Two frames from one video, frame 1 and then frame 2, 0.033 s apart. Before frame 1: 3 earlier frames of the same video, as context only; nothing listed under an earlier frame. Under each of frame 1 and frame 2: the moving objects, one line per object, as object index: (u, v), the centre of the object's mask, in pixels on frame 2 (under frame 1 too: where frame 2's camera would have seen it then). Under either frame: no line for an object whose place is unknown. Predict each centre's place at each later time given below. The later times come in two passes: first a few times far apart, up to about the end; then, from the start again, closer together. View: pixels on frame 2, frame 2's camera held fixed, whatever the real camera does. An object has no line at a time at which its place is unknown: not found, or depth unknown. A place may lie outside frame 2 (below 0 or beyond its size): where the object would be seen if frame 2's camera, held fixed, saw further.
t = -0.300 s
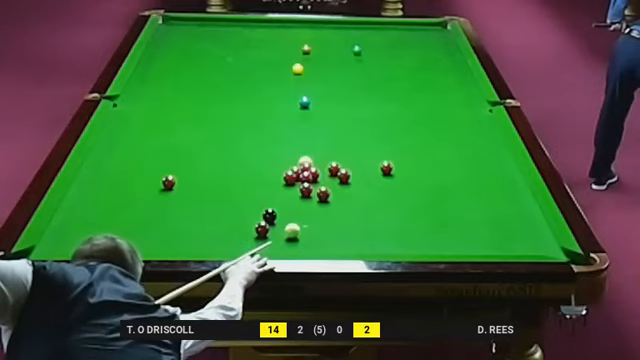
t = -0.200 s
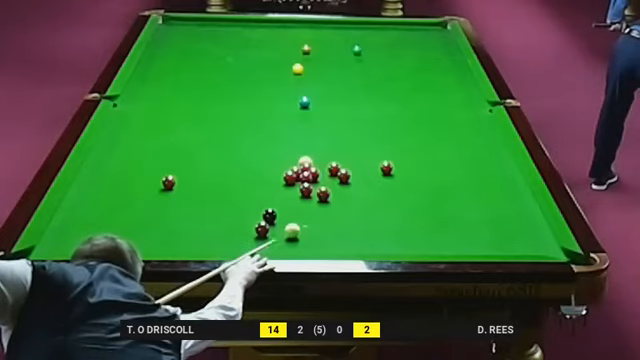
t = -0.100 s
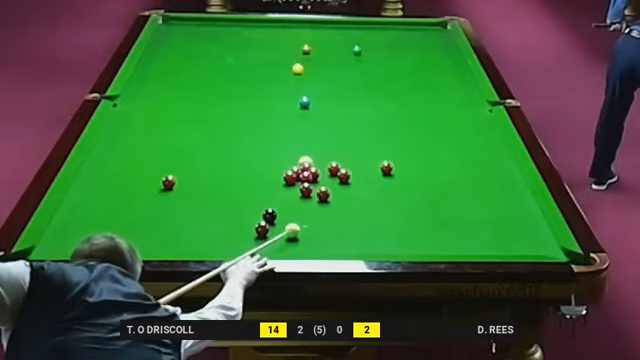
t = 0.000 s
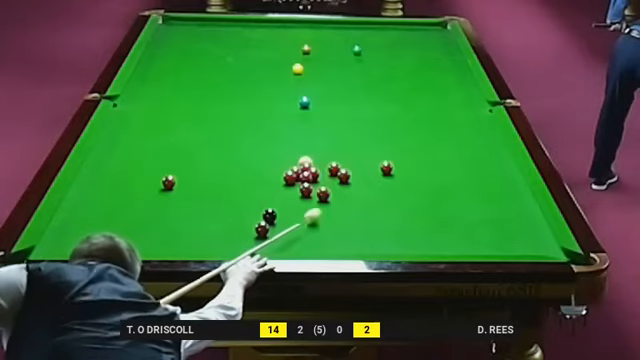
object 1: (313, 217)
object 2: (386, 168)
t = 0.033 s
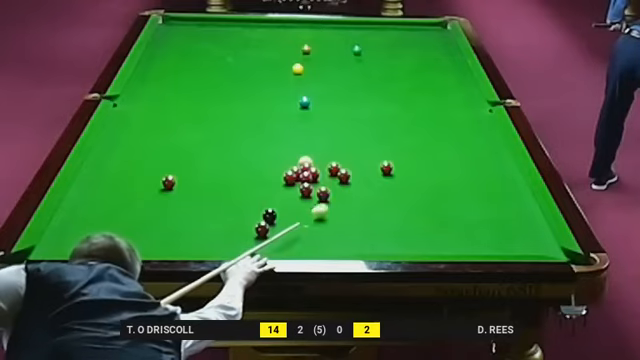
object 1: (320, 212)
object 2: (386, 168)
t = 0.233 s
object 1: (356, 187)
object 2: (386, 168)
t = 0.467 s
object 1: (379, 170)
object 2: (398, 161)
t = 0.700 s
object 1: (384, 164)
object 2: (423, 146)
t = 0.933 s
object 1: (389, 159)
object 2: (443, 135)
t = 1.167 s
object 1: (394, 154)
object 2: (462, 124)
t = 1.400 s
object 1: (398, 149)
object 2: (479, 114)
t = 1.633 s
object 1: (401, 145)
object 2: (487, 105)
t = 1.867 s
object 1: (404, 142)
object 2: (474, 106)
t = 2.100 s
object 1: (407, 139)
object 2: (456, 108)
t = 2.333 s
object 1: (409, 136)
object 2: (440, 111)
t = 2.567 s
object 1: (412, 134)
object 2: (424, 113)
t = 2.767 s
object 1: (413, 133)
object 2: (411, 115)
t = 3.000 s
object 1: (415, 132)
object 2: (396, 118)
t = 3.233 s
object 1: (416, 131)
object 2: (382, 120)
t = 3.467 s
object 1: (417, 130)
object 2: (369, 122)
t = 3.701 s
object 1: (417, 129)
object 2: (356, 124)
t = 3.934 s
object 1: (417, 129)
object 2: (344, 126)
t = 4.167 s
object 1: (417, 129)
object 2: (333, 127)
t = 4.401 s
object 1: (417, 129)
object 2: (323, 129)
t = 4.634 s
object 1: (417, 129)
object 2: (313, 130)
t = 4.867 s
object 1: (417, 129)
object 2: (305, 132)
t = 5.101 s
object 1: (417, 129)
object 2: (297, 133)
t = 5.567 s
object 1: (418, 129)
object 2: (284, 135)
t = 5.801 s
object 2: (279, 135)
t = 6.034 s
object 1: (418, 129)
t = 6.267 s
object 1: (417, 129)
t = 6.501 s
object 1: (417, 129)
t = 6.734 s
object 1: (417, 129)
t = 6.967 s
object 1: (417, 129)
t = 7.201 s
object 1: (417, 129)
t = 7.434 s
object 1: (417, 129)
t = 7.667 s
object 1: (417, 129)
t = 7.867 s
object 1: (417, 129)
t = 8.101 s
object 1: (417, 129)
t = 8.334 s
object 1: (417, 129)
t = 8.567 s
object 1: (417, 129)
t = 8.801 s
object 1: (417, 129)
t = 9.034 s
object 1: (417, 129)
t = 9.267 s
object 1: (417, 129)
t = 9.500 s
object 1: (417, 129)
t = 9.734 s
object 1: (417, 129)
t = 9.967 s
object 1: (417, 129)
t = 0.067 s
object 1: (327, 208)
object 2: (386, 168)
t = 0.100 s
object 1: (333, 203)
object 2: (386, 168)
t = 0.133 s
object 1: (338, 199)
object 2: (386, 168)
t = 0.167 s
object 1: (344, 194)
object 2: (386, 168)
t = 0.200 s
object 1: (350, 191)
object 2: (386, 168)
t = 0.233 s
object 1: (356, 187)
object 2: (386, 168)
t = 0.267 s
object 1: (362, 183)
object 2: (386, 168)
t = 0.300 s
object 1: (367, 180)
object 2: (386, 168)
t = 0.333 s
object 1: (372, 176)
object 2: (386, 168)
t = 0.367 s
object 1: (377, 173)
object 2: (387, 167)
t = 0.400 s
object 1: (379, 171)
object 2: (389, 166)
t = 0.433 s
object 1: (379, 171)
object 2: (394, 164)
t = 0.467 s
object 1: (379, 170)
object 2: (398, 161)
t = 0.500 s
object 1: (380, 170)
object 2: (403, 158)
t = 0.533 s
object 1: (380, 169)
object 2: (406, 156)
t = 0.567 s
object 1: (381, 168)
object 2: (410, 154)
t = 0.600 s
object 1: (382, 167)
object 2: (413, 152)
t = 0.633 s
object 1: (383, 166)
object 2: (417, 150)
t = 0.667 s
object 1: (384, 165)
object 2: (420, 148)
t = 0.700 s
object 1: (384, 164)
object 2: (423, 146)
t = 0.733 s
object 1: (385, 163)
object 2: (426, 145)
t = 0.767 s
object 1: (386, 163)
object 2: (429, 143)
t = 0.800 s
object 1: (386, 162)
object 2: (431, 141)
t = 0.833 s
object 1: (387, 161)
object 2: (435, 140)
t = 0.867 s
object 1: (388, 160)
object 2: (438, 138)
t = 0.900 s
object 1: (389, 159)
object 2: (440, 136)
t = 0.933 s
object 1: (389, 159)
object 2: (443, 135)
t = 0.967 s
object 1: (390, 158)
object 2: (446, 133)
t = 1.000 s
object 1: (391, 157)
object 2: (448, 131)
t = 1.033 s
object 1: (391, 156)
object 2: (451, 130)
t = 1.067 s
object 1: (392, 156)
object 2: (454, 128)
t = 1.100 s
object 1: (393, 155)
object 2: (456, 127)
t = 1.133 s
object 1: (393, 154)
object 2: (459, 125)
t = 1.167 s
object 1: (394, 154)
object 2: (462, 124)
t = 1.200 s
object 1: (395, 153)
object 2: (465, 122)
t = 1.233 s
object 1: (395, 152)
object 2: (467, 121)
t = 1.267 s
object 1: (396, 152)
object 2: (469, 119)
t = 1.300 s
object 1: (396, 151)
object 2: (472, 118)
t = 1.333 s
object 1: (397, 150)
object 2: (474, 117)
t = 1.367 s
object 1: (397, 150)
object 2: (477, 115)
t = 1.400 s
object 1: (398, 149)
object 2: (479, 114)
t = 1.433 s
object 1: (398, 149)
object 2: (481, 113)
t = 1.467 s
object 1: (399, 148)
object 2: (484, 111)
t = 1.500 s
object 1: (399, 147)
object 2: (486, 110)
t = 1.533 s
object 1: (400, 147)
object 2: (487, 109)
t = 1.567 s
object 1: (400, 146)
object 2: (487, 108)
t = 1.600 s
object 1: (401, 146)
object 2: (487, 106)
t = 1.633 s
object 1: (401, 145)
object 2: (487, 105)
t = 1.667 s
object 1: (402, 144)
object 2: (488, 104)
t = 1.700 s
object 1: (402, 144)
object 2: (487, 104)
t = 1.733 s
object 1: (403, 144)
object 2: (485, 105)
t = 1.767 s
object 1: (403, 143)
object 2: (482, 104)
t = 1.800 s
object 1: (404, 143)
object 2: (479, 105)
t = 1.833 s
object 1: (404, 142)
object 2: (476, 105)
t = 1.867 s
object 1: (404, 142)
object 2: (474, 106)
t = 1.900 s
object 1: (405, 141)
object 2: (471, 106)
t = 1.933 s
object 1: (405, 141)
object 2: (469, 106)
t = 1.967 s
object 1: (405, 140)
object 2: (466, 107)
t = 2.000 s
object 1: (406, 140)
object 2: (464, 107)
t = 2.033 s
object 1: (406, 139)
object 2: (461, 107)
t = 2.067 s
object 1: (407, 139)
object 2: (459, 108)
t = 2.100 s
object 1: (407, 139)
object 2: (456, 108)
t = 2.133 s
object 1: (408, 138)
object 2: (454, 109)
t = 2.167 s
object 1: (408, 138)
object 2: (452, 109)
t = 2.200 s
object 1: (408, 138)
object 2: (449, 109)
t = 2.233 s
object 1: (408, 137)
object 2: (447, 110)
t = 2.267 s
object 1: (409, 137)
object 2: (444, 110)
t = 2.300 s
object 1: (409, 136)
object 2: (442, 110)
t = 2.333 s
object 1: (409, 136)
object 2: (440, 111)
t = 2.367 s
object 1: (410, 136)
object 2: (437, 111)
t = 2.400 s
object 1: (410, 136)
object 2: (435, 112)
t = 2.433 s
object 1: (411, 135)
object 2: (433, 112)
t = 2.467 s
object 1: (411, 135)
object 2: (430, 112)
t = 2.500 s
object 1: (411, 135)
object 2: (428, 112)
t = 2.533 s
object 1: (412, 135)
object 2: (426, 113)
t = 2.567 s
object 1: (412, 134)
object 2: (424, 113)
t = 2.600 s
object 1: (412, 134)
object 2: (422, 113)
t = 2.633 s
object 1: (412, 134)
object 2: (419, 114)
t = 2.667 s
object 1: (413, 134)
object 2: (417, 114)
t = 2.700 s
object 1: (413, 133)
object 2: (415, 115)
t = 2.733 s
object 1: (413, 133)
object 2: (413, 115)
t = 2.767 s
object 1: (413, 133)
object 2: (411, 115)
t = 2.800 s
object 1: (414, 133)
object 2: (408, 115)
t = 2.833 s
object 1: (414, 132)
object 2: (406, 116)
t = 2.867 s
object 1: (414, 132)
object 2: (404, 116)
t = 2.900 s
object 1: (414, 132)
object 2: (402, 117)
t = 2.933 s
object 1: (415, 132)
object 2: (400, 117)
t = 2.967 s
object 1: (415, 132)
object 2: (398, 118)
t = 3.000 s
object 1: (415, 132)
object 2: (396, 118)
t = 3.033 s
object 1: (415, 131)
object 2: (394, 118)
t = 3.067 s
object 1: (415, 131)
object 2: (392, 119)
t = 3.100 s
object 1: (415, 131)
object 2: (390, 119)
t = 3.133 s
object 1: (416, 131)
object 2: (388, 119)
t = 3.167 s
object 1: (416, 131)
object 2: (385, 119)
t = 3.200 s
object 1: (416, 131)
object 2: (384, 120)
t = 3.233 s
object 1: (416, 131)
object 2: (382, 120)
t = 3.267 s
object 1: (416, 131)
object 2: (380, 120)
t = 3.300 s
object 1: (416, 130)
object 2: (378, 120)
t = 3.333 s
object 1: (416, 130)
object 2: (376, 121)
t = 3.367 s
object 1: (416, 130)
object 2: (374, 121)
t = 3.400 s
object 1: (417, 130)
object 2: (372, 121)
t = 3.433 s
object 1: (417, 130)
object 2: (370, 122)
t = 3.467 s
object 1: (417, 130)
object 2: (369, 122)
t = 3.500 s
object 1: (417, 130)
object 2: (367, 122)
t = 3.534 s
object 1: (417, 130)
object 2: (365, 122)
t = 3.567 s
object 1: (417, 130)
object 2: (363, 123)
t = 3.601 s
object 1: (417, 130)
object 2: (361, 123)
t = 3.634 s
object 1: (417, 130)
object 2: (359, 123)
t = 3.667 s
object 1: (417, 129)
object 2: (358, 124)
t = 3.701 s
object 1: (417, 129)
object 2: (356, 124)
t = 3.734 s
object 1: (417, 129)
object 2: (354, 124)
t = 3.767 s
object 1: (417, 129)
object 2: (353, 124)
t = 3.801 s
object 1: (417, 129)
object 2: (351, 125)
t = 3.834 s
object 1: (417, 129)
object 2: (349, 125)
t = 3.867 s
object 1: (417, 129)
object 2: (347, 125)
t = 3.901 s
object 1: (417, 129)
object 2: (346, 126)
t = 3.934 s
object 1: (417, 129)
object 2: (344, 126)
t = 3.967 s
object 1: (417, 130)
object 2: (342, 126)
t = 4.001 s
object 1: (417, 129)
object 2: (341, 126)
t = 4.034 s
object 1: (417, 129)
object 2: (339, 126)
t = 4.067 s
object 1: (417, 129)
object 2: (338, 127)
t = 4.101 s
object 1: (417, 129)
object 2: (336, 127)
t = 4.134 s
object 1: (417, 129)
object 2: (335, 127)
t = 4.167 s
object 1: (417, 129)
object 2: (333, 127)
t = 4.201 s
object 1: (417, 129)
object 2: (332, 127)
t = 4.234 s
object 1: (417, 129)
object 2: (330, 128)
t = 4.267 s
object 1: (417, 129)
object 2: (329, 128)
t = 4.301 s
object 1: (417, 129)
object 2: (327, 128)
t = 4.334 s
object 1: (417, 129)
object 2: (325, 128)
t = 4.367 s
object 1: (417, 129)
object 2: (324, 129)
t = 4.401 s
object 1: (417, 129)
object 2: (323, 129)
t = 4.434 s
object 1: (417, 129)
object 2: (321, 129)
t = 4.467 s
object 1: (417, 129)
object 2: (320, 129)
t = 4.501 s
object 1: (417, 129)
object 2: (318, 130)
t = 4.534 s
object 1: (417, 129)
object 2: (317, 130)
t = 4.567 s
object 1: (417, 129)
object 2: (316, 130)
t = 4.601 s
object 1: (417, 129)
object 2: (314, 130)
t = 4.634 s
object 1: (417, 129)
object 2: (313, 130)
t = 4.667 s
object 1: (417, 129)
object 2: (312, 130)
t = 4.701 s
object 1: (417, 129)
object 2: (311, 131)
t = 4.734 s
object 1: (417, 129)
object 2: (309, 131)
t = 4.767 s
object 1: (417, 129)
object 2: (308, 131)
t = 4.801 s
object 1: (417, 129)
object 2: (307, 131)
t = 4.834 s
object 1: (417, 129)
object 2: (306, 131)
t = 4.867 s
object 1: (417, 129)
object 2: (305, 132)
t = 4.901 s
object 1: (417, 129)
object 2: (303, 132)
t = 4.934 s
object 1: (417, 129)
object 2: (302, 132)
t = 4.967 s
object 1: (417, 129)
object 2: (301, 132)
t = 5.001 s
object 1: (417, 129)
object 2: (300, 132)
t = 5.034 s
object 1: (417, 129)
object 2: (299, 132)
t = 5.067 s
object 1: (417, 129)
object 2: (298, 133)
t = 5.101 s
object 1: (417, 129)
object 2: (297, 133)
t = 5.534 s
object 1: (417, 129)
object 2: (285, 135)
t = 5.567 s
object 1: (418, 129)
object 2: (284, 135)
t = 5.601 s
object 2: (283, 135)
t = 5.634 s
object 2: (283, 135)
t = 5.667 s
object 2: (282, 135)
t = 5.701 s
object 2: (281, 135)
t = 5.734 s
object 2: (281, 135)
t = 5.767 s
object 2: (280, 135)
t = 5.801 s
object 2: (279, 135)
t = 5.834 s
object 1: (415, 128)
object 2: (279, 136)
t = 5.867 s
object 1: (417, 129)
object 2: (278, 136)
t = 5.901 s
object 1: (418, 129)
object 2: (278, 136)
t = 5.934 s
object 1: (418, 129)
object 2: (277, 136)
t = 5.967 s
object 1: (418, 129)
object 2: (276, 136)
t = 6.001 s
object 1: (418, 129)
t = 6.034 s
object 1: (418, 129)
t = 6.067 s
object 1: (418, 129)
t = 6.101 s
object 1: (418, 129)
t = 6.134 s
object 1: (417, 129)
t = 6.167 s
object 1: (418, 129)
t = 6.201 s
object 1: (418, 129)
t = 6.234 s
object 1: (417, 129)
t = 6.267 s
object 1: (417, 129)
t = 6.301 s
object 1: (417, 129)
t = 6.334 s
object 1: (417, 129)
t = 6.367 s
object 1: (417, 129)
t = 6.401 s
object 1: (417, 129)
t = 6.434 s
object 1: (417, 129)
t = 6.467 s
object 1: (417, 129)
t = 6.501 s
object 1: (417, 129)
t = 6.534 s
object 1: (417, 129)
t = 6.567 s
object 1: (417, 129)
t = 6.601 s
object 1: (417, 129)
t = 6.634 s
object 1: (417, 129)
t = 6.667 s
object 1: (417, 129)
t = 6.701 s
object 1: (417, 129)
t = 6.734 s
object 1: (417, 129)
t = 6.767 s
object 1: (417, 129)
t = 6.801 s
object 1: (417, 129)
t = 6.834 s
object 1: (417, 129)
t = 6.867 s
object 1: (417, 129)
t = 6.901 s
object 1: (417, 129)
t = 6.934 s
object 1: (417, 129)
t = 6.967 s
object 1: (417, 129)
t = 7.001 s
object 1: (417, 129)
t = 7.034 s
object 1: (417, 129)
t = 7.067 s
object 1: (417, 129)
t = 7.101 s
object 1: (417, 129)
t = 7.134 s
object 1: (417, 129)
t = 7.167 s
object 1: (417, 129)
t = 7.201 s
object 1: (417, 129)
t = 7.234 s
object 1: (417, 129)
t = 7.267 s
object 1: (417, 129)
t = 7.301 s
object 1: (417, 129)
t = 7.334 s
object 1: (417, 129)
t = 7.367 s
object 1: (417, 129)
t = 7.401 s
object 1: (417, 129)
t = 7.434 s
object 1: (417, 129)
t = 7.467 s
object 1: (417, 129)
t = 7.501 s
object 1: (417, 129)
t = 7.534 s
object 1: (417, 129)
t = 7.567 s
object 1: (417, 129)
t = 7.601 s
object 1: (417, 129)
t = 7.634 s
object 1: (417, 129)
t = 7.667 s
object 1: (417, 129)
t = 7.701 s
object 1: (417, 129)
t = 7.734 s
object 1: (417, 129)
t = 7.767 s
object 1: (417, 129)
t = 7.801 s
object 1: (417, 129)
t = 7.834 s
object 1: (417, 129)
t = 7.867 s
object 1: (417, 129)
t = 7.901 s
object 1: (417, 129)
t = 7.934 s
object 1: (417, 129)
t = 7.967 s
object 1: (417, 129)
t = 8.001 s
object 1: (417, 129)
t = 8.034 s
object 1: (417, 129)
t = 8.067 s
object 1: (417, 129)
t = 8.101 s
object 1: (417, 129)
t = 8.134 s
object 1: (417, 129)
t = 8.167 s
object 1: (417, 129)
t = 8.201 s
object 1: (417, 129)
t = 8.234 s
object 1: (417, 129)
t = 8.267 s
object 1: (417, 129)
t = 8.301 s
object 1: (417, 129)
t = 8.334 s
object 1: (417, 129)
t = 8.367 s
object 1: (417, 129)
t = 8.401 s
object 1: (417, 129)
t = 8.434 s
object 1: (417, 129)
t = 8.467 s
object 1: (417, 129)
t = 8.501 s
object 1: (417, 129)
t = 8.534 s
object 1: (417, 129)
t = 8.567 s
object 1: (417, 129)
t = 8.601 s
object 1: (417, 129)
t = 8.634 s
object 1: (417, 129)
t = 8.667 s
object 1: (417, 129)
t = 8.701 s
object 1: (417, 129)
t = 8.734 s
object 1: (417, 129)
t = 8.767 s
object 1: (417, 129)
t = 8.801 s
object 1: (417, 129)
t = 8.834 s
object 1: (417, 129)
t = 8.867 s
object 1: (417, 129)
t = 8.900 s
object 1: (417, 129)
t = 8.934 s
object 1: (417, 129)
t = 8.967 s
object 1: (417, 129)
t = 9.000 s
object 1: (417, 129)
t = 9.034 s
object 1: (417, 129)
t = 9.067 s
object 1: (417, 129)
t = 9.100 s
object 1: (417, 129)
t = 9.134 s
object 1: (417, 129)
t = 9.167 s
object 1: (417, 129)
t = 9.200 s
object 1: (417, 129)
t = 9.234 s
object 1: (417, 129)
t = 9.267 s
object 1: (417, 129)
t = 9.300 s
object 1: (417, 129)
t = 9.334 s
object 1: (417, 129)
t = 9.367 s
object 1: (417, 129)
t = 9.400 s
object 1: (417, 129)
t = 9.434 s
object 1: (417, 129)
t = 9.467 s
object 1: (417, 129)
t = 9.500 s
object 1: (417, 129)
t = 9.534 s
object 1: (417, 129)
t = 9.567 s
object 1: (417, 129)
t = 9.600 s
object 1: (417, 129)
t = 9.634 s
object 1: (417, 129)
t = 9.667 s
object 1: (417, 129)
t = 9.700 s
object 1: (417, 129)
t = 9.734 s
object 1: (417, 129)
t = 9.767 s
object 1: (417, 129)
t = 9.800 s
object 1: (417, 129)
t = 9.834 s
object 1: (417, 129)
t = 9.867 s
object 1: (417, 129)
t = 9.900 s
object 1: (417, 129)
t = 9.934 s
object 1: (417, 129)
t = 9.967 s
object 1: (417, 129)
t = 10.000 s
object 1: (417, 129)
